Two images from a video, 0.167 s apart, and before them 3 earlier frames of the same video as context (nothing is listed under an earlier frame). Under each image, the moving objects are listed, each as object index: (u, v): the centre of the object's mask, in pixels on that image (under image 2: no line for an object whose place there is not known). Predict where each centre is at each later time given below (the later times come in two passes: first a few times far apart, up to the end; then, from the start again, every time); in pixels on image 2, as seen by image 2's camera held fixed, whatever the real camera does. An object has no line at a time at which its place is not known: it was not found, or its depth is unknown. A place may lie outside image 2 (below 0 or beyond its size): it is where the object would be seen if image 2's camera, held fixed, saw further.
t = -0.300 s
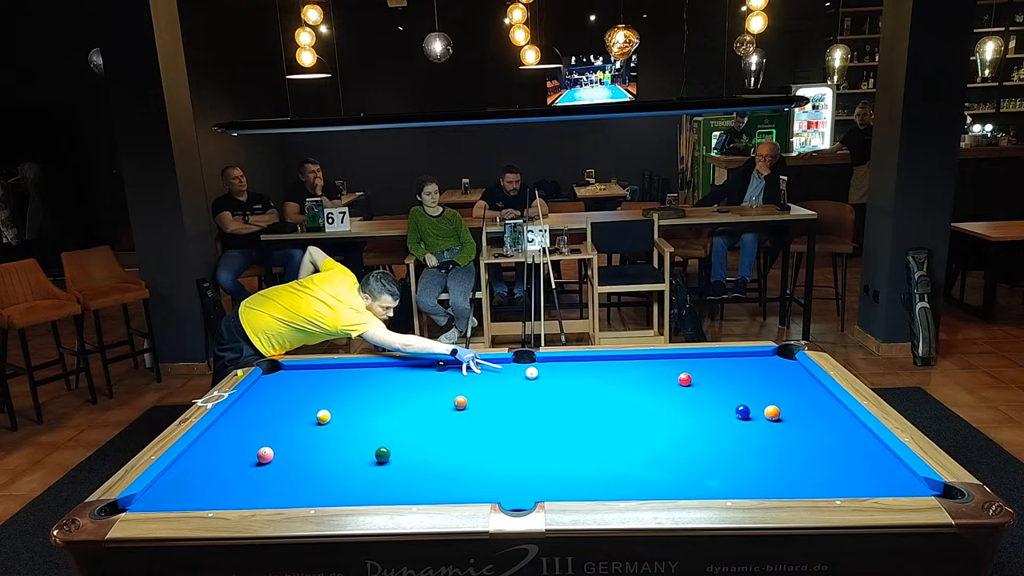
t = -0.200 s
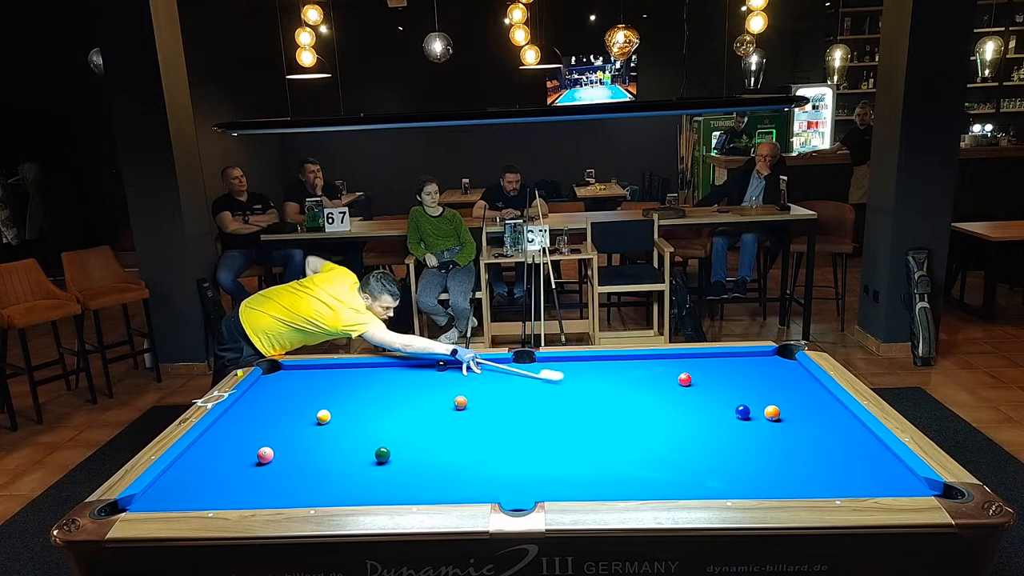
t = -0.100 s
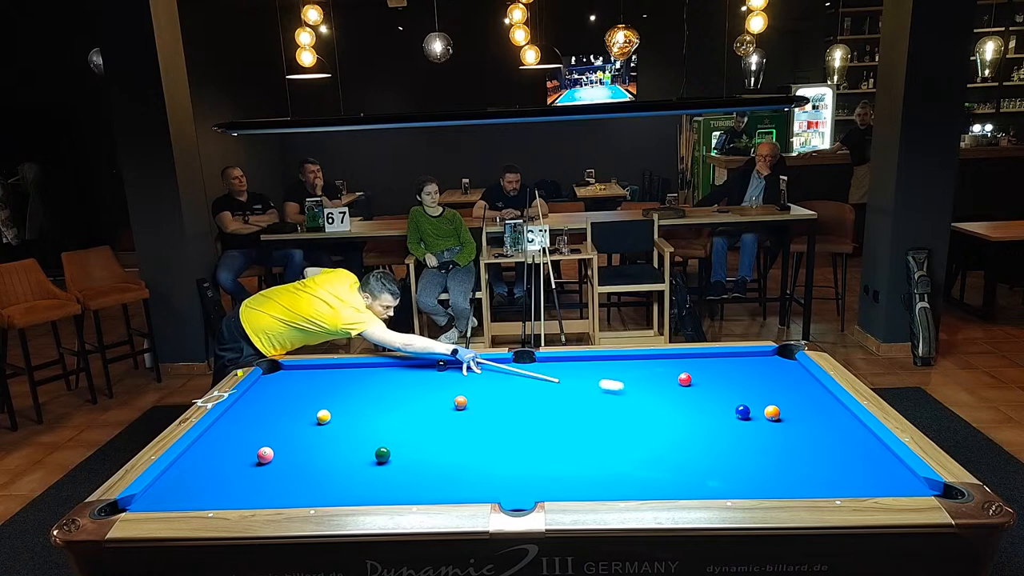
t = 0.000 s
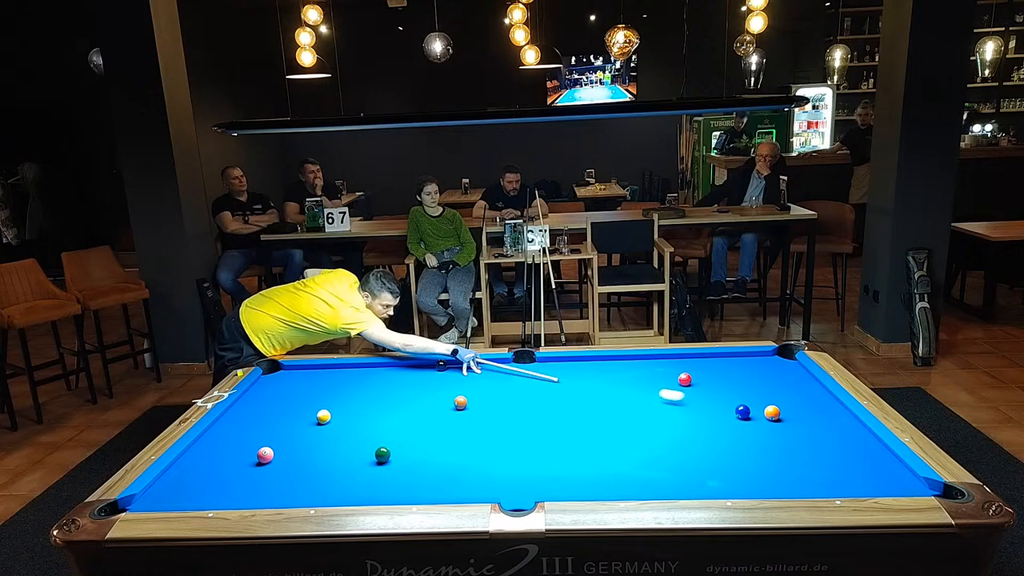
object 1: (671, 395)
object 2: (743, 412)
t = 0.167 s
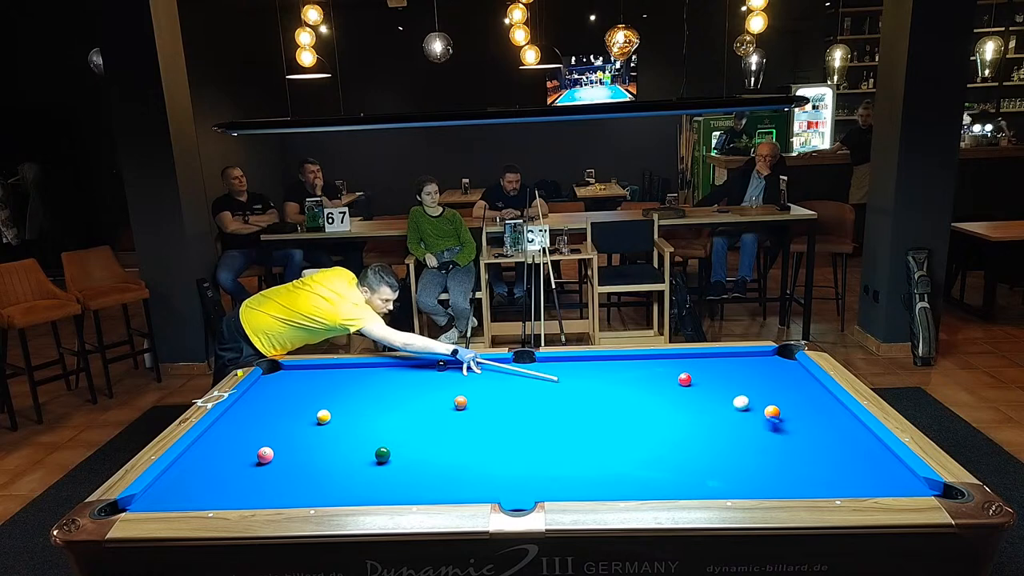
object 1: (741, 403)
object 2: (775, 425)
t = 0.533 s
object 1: (776, 388)
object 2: (905, 482)
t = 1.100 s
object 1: (788, 369)
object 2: (814, 458)
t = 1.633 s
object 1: (744, 355)
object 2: (744, 434)
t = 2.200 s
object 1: (724, 363)
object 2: (687, 413)
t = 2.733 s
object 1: (706, 371)
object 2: (645, 399)
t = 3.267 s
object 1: (695, 377)
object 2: (610, 387)
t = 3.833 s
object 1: (696, 379)
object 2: (581, 376)
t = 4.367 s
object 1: (696, 379)
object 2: (559, 368)
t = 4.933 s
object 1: (696, 379)
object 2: (541, 362)
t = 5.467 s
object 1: (696, 379)
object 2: (533, 363)
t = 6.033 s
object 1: (696, 379)
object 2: (529, 364)
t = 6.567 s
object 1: (696, 379)
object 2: (528, 364)
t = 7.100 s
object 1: (696, 379)
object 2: (528, 364)
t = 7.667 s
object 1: (696, 379)
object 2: (528, 364)
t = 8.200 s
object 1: (696, 379)
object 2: (528, 364)
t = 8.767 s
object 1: (696, 379)
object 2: (528, 364)
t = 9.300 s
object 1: (696, 379)
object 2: (528, 364)
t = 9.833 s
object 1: (696, 379)
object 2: (528, 364)
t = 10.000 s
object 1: (696, 379)
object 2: (528, 364)
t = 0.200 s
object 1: (745, 401)
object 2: (788, 429)
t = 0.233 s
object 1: (748, 400)
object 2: (804, 436)
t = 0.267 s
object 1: (752, 398)
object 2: (818, 441)
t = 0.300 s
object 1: (755, 397)
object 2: (833, 447)
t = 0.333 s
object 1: (758, 395)
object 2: (847, 452)
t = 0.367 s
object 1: (761, 394)
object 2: (862, 458)
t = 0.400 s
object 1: (764, 393)
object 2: (876, 463)
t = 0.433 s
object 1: (767, 391)
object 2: (890, 469)
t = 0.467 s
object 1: (770, 390)
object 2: (909, 476)
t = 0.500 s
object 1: (773, 389)
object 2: (908, 479)
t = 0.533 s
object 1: (776, 388)
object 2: (905, 482)
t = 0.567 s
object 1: (779, 386)
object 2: (903, 484)
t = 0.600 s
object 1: (782, 385)
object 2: (898, 484)
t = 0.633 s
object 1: (784, 384)
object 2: (891, 483)
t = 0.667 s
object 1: (787, 383)
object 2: (884, 481)
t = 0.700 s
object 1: (790, 382)
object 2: (878, 480)
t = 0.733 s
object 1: (793, 381)
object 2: (873, 478)
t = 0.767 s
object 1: (795, 379)
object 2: (867, 476)
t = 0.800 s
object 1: (798, 378)
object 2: (862, 475)
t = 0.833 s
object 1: (801, 377)
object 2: (856, 473)
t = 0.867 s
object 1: (803, 376)
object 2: (850, 470)
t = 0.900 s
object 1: (806, 375)
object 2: (845, 468)
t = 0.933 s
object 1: (804, 374)
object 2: (839, 467)
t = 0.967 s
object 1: (801, 373)
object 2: (835, 465)
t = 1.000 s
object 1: (798, 372)
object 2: (829, 463)
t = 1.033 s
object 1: (794, 371)
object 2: (824, 462)
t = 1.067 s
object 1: (791, 370)
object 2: (819, 459)
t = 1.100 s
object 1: (788, 369)
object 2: (814, 458)
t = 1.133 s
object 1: (785, 368)
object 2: (809, 456)
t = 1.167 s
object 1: (782, 367)
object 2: (804, 454)
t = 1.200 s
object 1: (779, 366)
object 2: (800, 453)
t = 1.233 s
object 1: (776, 365)
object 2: (795, 451)
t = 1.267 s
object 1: (773, 364)
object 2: (791, 450)
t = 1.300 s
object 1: (770, 363)
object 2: (786, 448)
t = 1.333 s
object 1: (768, 362)
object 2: (782, 446)
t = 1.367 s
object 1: (765, 361)
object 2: (777, 445)
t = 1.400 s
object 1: (762, 360)
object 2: (773, 443)
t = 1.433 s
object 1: (759, 359)
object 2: (769, 442)
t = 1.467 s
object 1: (757, 359)
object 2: (765, 441)
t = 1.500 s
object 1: (755, 358)
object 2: (760, 439)
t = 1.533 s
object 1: (752, 357)
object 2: (756, 438)
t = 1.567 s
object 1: (749, 356)
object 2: (752, 436)
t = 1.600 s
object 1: (747, 355)
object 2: (748, 435)
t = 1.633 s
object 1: (744, 355)
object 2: (744, 434)
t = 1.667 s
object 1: (743, 355)
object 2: (741, 432)
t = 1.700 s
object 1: (742, 355)
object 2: (737, 431)
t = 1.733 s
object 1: (740, 356)
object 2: (734, 430)
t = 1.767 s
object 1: (739, 356)
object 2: (730, 429)
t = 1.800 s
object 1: (738, 357)
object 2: (727, 427)
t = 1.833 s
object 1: (737, 358)
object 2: (723, 426)
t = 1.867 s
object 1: (736, 358)
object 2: (720, 425)
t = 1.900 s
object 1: (734, 359)
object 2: (716, 423)
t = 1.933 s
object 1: (733, 359)
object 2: (712, 422)
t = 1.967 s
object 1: (732, 360)
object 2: (709, 421)
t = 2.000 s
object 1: (731, 360)
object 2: (706, 420)
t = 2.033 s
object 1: (730, 361)
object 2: (703, 419)
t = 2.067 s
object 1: (728, 361)
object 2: (700, 418)
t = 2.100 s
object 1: (727, 362)
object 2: (697, 417)
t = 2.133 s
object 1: (726, 362)
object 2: (693, 416)
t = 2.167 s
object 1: (725, 363)
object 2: (690, 414)
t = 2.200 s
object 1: (724, 363)
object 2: (687, 413)
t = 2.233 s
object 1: (722, 364)
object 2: (684, 412)
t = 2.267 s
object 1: (721, 364)
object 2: (681, 411)
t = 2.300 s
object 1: (720, 365)
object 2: (678, 411)
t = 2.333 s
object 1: (719, 365)
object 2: (676, 410)
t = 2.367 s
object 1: (718, 366)
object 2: (673, 409)
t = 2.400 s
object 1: (717, 366)
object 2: (670, 408)
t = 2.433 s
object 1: (716, 367)
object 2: (668, 407)
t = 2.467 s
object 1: (715, 368)
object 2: (665, 405)
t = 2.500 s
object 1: (713, 368)
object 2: (662, 405)
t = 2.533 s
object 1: (712, 368)
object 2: (660, 404)
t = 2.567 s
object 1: (711, 369)
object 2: (657, 403)
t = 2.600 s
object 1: (710, 369)
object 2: (654, 402)
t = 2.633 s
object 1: (709, 370)
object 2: (652, 401)
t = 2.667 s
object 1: (708, 370)
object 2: (649, 400)
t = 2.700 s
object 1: (707, 371)
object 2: (647, 400)
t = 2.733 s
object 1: (706, 371)
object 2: (645, 399)
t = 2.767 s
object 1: (705, 372)
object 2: (642, 398)
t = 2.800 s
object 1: (704, 372)
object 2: (640, 397)
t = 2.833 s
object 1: (703, 373)
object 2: (638, 396)
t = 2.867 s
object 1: (702, 373)
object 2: (636, 395)
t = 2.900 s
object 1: (701, 374)
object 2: (633, 394)
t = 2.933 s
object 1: (700, 374)
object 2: (631, 394)
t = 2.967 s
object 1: (699, 374)
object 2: (629, 393)
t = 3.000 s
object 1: (698, 375)
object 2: (627, 392)
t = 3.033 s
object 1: (697, 375)
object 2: (624, 391)
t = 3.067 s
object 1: (697, 376)
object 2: (622, 391)
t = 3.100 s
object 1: (696, 376)
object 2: (620, 390)
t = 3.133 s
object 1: (695, 376)
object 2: (618, 389)
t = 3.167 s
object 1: (695, 377)
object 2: (616, 389)
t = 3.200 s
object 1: (695, 377)
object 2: (614, 388)
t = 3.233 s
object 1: (695, 377)
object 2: (612, 387)
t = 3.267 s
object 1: (695, 377)
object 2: (610, 387)
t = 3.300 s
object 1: (695, 377)
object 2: (609, 386)
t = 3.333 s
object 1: (695, 377)
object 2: (607, 385)
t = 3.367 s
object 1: (695, 378)
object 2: (605, 384)
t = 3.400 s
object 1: (695, 378)
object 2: (603, 384)
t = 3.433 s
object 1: (695, 378)
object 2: (601, 383)
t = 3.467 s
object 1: (695, 378)
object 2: (599, 383)
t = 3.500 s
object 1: (695, 378)
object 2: (597, 382)
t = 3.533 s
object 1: (695, 378)
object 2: (596, 381)
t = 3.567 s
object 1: (695, 378)
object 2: (594, 381)
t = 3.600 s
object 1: (695, 378)
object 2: (592, 380)
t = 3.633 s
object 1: (695, 378)
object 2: (591, 380)
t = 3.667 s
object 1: (695, 378)
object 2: (589, 379)
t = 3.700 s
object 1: (695, 378)
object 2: (587, 378)
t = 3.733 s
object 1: (696, 379)
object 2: (586, 378)
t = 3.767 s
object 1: (696, 379)
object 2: (584, 377)
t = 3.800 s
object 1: (696, 379)
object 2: (583, 377)
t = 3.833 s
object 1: (696, 379)
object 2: (581, 376)
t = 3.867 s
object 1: (696, 379)
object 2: (580, 376)
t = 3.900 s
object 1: (696, 379)
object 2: (578, 375)
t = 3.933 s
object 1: (696, 379)
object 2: (576, 375)
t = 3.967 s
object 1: (696, 379)
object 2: (575, 374)
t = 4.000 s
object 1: (696, 379)
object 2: (574, 374)
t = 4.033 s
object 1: (696, 379)
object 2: (572, 373)
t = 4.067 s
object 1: (696, 379)
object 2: (571, 372)
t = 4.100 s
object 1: (696, 379)
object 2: (569, 372)
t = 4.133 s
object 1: (696, 379)
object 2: (568, 371)
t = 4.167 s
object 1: (696, 379)
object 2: (567, 371)
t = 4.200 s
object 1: (696, 379)
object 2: (566, 371)
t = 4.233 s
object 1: (696, 379)
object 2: (564, 370)
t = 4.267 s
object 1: (696, 379)
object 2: (563, 370)
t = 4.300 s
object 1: (696, 379)
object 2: (562, 369)
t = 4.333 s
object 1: (696, 379)
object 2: (560, 369)
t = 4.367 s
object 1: (696, 379)
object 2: (559, 368)
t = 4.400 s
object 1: (696, 379)
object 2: (558, 368)
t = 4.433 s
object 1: (696, 379)
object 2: (557, 368)
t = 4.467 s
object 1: (696, 379)
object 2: (556, 367)
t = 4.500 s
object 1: (696, 379)
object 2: (554, 367)
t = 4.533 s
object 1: (696, 379)
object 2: (553, 367)
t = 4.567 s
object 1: (696, 379)
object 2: (552, 366)
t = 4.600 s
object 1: (696, 379)
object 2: (551, 366)
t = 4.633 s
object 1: (696, 379)
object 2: (550, 366)
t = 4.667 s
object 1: (696, 379)
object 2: (549, 366)
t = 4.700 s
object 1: (696, 379)
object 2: (548, 365)
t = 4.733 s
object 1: (696, 379)
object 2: (547, 365)
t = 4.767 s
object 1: (696, 379)
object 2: (546, 364)
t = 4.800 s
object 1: (696, 379)
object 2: (545, 364)
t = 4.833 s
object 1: (696, 379)
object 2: (543, 363)
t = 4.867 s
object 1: (696, 379)
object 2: (542, 363)
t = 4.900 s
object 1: (696, 379)
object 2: (541, 363)
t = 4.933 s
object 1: (696, 379)
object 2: (541, 362)
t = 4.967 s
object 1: (696, 379)
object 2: (540, 362)
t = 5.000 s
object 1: (696, 379)
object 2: (539, 361)
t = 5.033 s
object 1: (696, 379)
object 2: (538, 361)
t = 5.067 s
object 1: (696, 379)
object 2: (538, 361)
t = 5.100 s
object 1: (696, 379)
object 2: (537, 361)
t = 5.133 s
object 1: (696, 379)
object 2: (537, 361)
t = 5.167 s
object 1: (696, 379)
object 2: (536, 361)
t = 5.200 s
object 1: (696, 379)
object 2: (536, 362)
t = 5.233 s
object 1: (696, 379)
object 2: (536, 362)
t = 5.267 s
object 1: (696, 379)
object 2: (535, 362)
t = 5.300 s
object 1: (696, 379)
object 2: (535, 362)
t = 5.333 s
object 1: (696, 379)
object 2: (534, 362)
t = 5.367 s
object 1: (696, 379)
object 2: (534, 363)
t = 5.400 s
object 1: (696, 379)
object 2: (533, 363)
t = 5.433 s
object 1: (696, 379)
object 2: (533, 363)
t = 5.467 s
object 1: (696, 379)
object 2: (533, 363)
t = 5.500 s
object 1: (696, 379)
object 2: (533, 363)
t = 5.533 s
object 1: (696, 379)
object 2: (532, 363)
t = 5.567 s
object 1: (696, 379)
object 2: (532, 363)
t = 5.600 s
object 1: (696, 379)
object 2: (532, 363)
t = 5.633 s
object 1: (696, 379)
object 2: (532, 363)
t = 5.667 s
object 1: (696, 379)
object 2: (531, 363)
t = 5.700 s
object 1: (696, 379)
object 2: (531, 363)
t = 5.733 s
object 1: (696, 379)
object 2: (531, 363)
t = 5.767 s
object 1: (696, 379)
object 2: (531, 363)
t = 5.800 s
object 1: (696, 379)
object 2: (530, 364)
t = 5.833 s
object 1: (696, 379)
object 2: (530, 364)
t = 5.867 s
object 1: (696, 379)
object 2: (530, 364)
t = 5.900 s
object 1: (696, 379)
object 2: (530, 364)
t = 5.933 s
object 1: (696, 379)
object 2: (529, 364)
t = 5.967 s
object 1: (696, 379)
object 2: (529, 364)
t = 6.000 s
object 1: (696, 379)
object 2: (529, 364)
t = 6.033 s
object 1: (696, 379)
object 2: (529, 364)
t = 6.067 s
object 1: (696, 379)
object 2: (529, 364)
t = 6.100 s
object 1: (696, 379)
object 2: (529, 364)
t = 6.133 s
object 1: (696, 379)
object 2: (529, 364)
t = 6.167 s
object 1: (696, 379)
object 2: (528, 364)
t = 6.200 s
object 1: (696, 379)
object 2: (528, 364)
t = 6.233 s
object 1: (696, 379)
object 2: (528, 364)
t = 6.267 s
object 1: (696, 379)
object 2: (528, 364)
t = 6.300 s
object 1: (696, 379)
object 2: (528, 364)
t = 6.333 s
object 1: (696, 379)
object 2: (528, 364)
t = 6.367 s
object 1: (696, 379)
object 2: (528, 364)
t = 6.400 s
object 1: (696, 379)
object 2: (528, 364)
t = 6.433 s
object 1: (696, 379)
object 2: (528, 364)
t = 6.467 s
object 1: (696, 379)
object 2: (528, 364)
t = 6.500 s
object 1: (696, 379)
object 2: (528, 364)
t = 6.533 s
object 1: (696, 379)
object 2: (528, 364)
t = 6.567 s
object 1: (696, 379)
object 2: (528, 364)
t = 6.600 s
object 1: (696, 379)
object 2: (528, 364)
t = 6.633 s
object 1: (696, 379)
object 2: (528, 364)
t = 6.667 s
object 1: (696, 379)
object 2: (528, 364)
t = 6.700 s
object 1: (696, 379)
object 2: (528, 364)
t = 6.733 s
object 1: (696, 379)
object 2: (528, 364)
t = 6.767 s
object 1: (696, 379)
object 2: (528, 364)
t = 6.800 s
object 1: (696, 379)
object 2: (528, 364)
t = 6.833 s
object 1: (696, 379)
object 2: (528, 364)
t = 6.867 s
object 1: (696, 379)
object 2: (528, 364)
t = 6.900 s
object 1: (696, 379)
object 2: (528, 364)
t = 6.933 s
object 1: (696, 379)
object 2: (528, 364)
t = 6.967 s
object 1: (696, 379)
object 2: (528, 364)
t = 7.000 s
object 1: (696, 379)
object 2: (528, 364)
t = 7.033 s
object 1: (696, 379)
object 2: (528, 364)
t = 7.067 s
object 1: (696, 379)
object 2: (528, 364)
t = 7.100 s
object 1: (696, 379)
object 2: (528, 364)
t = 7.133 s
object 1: (696, 379)
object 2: (528, 364)
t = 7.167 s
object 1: (696, 379)
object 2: (528, 364)
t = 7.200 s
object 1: (696, 379)
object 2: (528, 364)
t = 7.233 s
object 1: (696, 379)
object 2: (528, 364)
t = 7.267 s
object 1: (696, 379)
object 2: (528, 364)
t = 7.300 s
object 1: (696, 379)
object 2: (528, 364)
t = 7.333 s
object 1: (696, 379)
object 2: (528, 364)
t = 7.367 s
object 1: (696, 379)
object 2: (528, 364)
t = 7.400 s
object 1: (696, 379)
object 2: (528, 364)
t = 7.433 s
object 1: (696, 379)
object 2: (528, 364)
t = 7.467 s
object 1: (696, 379)
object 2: (528, 364)
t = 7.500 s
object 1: (696, 379)
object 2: (528, 364)
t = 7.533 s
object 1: (696, 379)
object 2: (528, 364)
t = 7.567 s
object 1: (696, 379)
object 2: (528, 364)
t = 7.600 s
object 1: (696, 379)
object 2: (528, 364)
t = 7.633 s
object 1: (696, 379)
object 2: (528, 364)
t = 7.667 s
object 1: (696, 379)
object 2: (528, 364)
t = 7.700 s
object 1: (696, 379)
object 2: (528, 364)
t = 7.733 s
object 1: (696, 379)
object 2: (528, 364)
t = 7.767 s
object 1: (696, 379)
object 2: (528, 364)
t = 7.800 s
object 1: (696, 379)
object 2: (528, 364)
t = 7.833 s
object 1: (696, 379)
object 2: (528, 364)
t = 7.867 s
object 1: (696, 379)
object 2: (528, 364)
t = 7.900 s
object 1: (696, 379)
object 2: (528, 364)
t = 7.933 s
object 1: (696, 379)
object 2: (528, 364)
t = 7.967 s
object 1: (696, 379)
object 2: (528, 364)
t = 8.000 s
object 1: (696, 379)
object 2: (528, 364)
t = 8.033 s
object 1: (696, 379)
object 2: (528, 364)
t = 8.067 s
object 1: (696, 379)
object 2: (528, 364)
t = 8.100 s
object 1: (696, 379)
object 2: (528, 364)
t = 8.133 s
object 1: (696, 379)
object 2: (528, 364)
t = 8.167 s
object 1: (696, 379)
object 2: (528, 364)
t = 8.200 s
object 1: (696, 379)
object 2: (528, 364)
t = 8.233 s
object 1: (696, 379)
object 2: (528, 364)
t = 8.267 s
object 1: (696, 379)
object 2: (528, 364)
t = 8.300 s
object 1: (696, 379)
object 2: (528, 364)
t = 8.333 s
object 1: (696, 379)
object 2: (528, 364)
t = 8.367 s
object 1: (696, 379)
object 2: (528, 364)
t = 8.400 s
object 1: (696, 379)
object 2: (528, 364)
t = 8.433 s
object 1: (696, 379)
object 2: (528, 364)
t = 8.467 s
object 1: (696, 379)
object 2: (528, 364)
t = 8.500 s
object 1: (696, 379)
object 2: (528, 364)
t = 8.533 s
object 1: (696, 379)
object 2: (528, 364)
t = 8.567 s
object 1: (696, 379)
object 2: (528, 364)
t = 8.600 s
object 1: (696, 379)
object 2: (528, 364)
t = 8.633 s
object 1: (696, 379)
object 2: (528, 364)
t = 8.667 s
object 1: (696, 379)
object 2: (528, 364)
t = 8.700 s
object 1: (696, 379)
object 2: (528, 364)
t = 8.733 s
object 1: (696, 379)
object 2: (528, 364)
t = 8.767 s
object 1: (696, 379)
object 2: (528, 364)
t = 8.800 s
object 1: (696, 379)
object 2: (528, 364)
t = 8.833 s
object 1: (696, 379)
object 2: (528, 364)
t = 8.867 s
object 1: (696, 379)
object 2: (528, 364)
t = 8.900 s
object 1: (696, 379)
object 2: (528, 364)
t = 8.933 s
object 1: (696, 379)
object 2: (528, 364)
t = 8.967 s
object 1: (696, 379)
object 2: (528, 364)
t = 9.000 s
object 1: (696, 379)
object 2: (528, 364)
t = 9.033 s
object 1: (696, 379)
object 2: (528, 364)
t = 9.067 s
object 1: (696, 379)
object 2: (528, 364)
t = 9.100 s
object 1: (696, 379)
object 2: (528, 364)
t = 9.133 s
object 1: (696, 379)
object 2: (528, 364)
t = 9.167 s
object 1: (696, 379)
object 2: (528, 364)
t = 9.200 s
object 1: (696, 379)
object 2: (528, 364)
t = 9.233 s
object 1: (696, 379)
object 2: (528, 364)
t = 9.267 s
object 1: (696, 379)
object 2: (528, 364)
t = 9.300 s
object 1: (696, 379)
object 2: (528, 364)
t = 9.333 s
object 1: (696, 379)
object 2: (528, 364)
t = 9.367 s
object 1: (696, 379)
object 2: (528, 364)
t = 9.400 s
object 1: (696, 379)
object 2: (528, 364)
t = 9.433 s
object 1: (696, 379)
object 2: (528, 364)
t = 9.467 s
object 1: (696, 379)
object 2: (528, 364)
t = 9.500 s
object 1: (696, 379)
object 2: (528, 364)
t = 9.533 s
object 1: (696, 379)
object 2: (528, 364)
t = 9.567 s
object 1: (696, 379)
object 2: (528, 364)
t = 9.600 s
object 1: (696, 379)
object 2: (528, 364)
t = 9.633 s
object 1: (696, 379)
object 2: (528, 364)
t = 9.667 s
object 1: (696, 379)
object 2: (528, 364)
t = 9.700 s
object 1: (696, 379)
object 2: (528, 364)
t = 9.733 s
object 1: (696, 379)
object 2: (528, 364)
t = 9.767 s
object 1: (696, 379)
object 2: (528, 364)
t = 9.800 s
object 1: (696, 379)
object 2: (528, 364)
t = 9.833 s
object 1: (696, 379)
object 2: (528, 364)
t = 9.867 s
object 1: (696, 379)
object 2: (528, 364)
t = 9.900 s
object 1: (696, 379)
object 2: (528, 364)
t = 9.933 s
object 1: (696, 379)
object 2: (528, 364)
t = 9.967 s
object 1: (696, 379)
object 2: (528, 364)
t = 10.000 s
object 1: (696, 379)
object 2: (528, 364)
